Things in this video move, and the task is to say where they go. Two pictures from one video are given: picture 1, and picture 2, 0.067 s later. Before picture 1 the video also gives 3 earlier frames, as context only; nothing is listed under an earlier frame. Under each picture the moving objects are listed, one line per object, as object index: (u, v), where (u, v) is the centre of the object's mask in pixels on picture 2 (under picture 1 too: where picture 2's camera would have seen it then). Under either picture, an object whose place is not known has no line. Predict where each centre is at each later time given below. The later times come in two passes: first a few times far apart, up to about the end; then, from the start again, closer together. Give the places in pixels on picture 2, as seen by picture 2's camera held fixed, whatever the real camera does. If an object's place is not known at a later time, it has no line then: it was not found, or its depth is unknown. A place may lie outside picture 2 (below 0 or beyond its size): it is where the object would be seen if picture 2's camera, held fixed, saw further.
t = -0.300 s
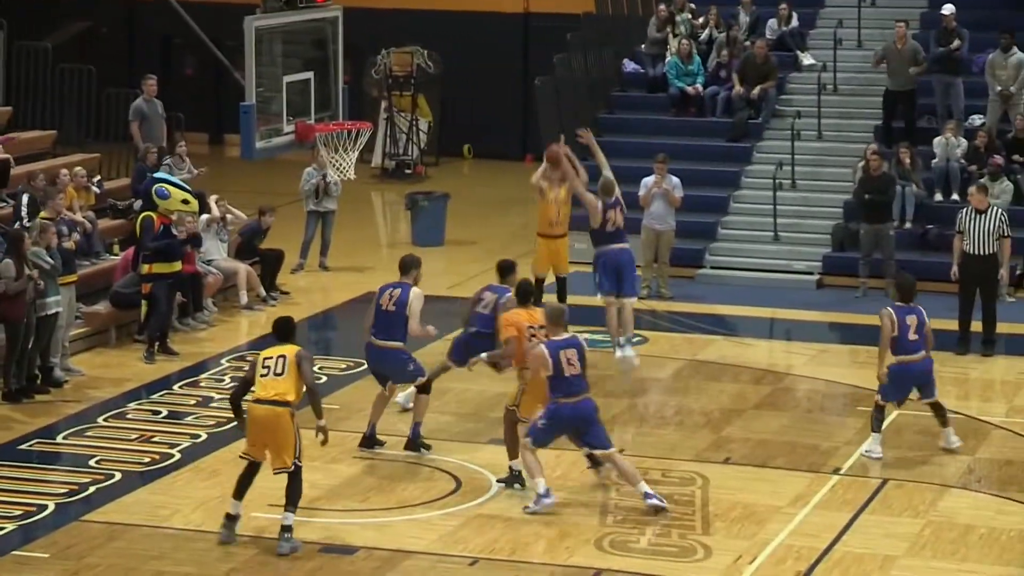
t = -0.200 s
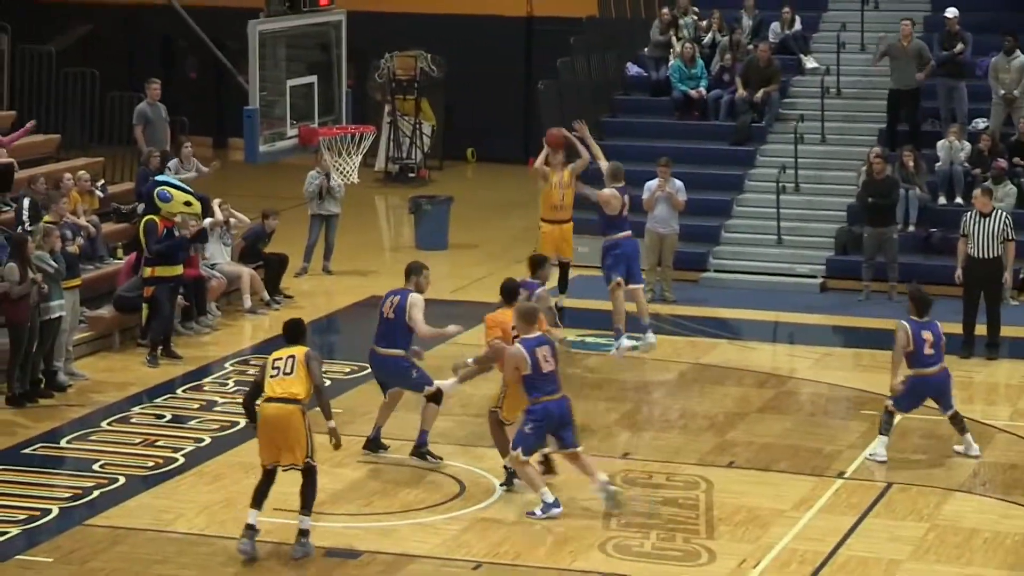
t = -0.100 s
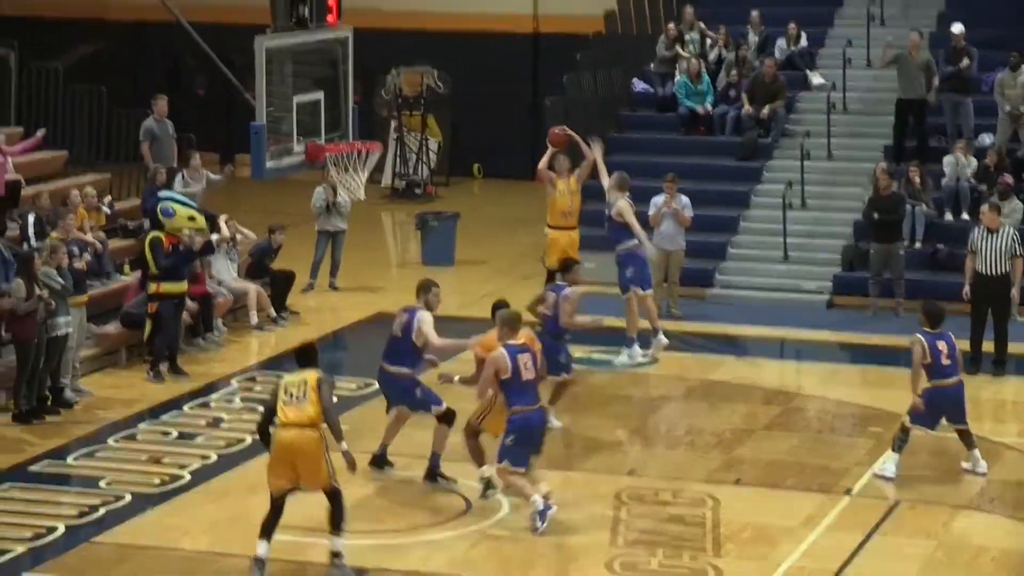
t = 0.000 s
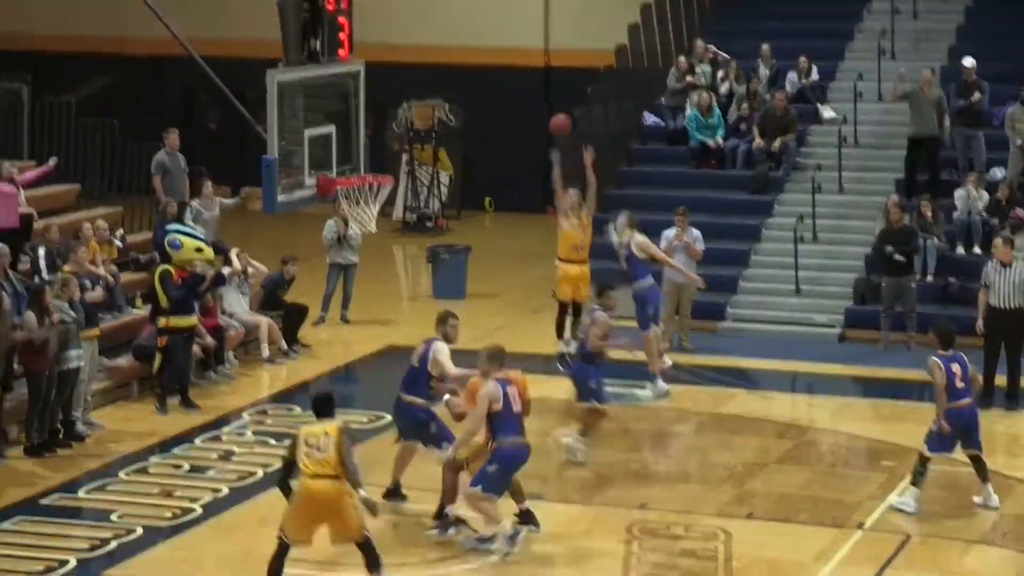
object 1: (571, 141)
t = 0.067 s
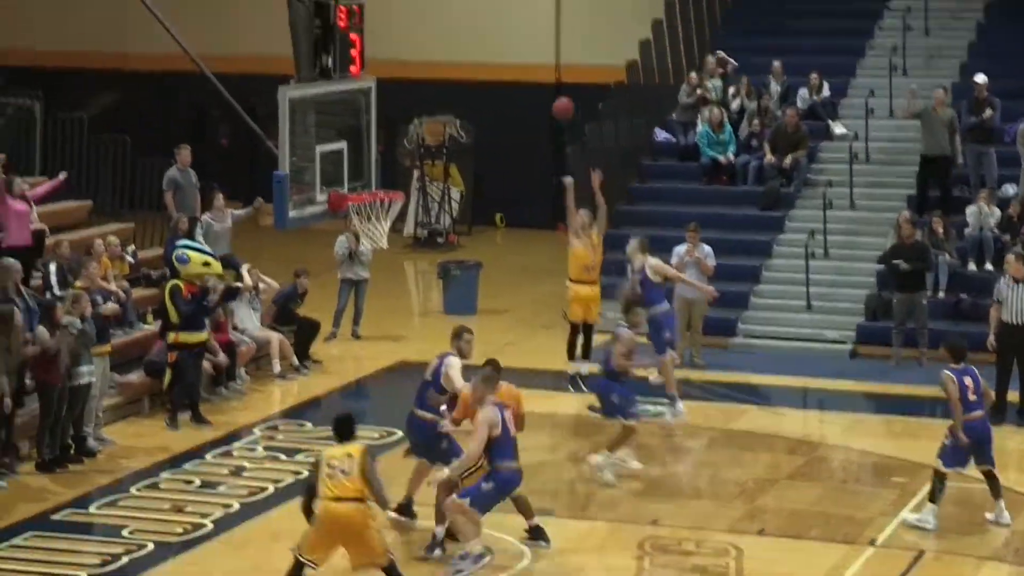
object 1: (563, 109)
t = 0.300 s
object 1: (533, 23)
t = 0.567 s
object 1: (493, -16)
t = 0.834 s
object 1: (447, 20)
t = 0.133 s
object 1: (557, 79)
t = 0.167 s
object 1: (550, 67)
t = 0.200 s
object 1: (545, 54)
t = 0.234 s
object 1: (542, 43)
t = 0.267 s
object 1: (538, 32)
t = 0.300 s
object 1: (533, 23)
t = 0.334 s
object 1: (529, 14)
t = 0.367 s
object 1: (524, 6)
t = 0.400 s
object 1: (519, 0)
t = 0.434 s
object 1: (514, -6)
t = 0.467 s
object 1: (510, -10)
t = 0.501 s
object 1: (504, -13)
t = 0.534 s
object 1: (499, -15)
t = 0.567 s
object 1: (493, -16)
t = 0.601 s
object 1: (488, -16)
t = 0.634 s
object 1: (483, -15)
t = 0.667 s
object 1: (477, -12)
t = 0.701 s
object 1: (472, -8)
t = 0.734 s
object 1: (466, -3)
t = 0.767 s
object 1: (461, 3)
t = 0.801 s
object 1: (453, 11)
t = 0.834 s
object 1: (447, 20)
